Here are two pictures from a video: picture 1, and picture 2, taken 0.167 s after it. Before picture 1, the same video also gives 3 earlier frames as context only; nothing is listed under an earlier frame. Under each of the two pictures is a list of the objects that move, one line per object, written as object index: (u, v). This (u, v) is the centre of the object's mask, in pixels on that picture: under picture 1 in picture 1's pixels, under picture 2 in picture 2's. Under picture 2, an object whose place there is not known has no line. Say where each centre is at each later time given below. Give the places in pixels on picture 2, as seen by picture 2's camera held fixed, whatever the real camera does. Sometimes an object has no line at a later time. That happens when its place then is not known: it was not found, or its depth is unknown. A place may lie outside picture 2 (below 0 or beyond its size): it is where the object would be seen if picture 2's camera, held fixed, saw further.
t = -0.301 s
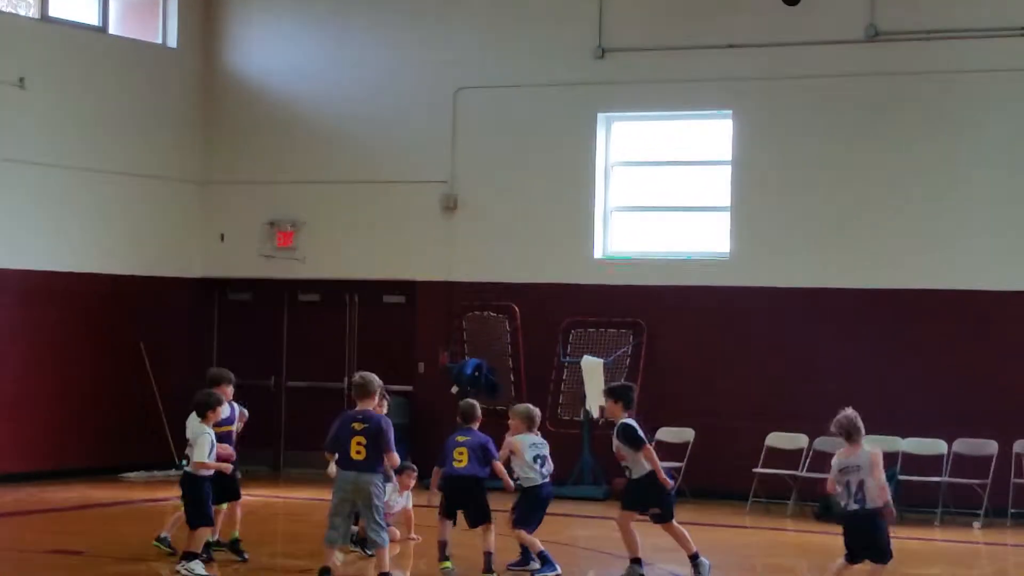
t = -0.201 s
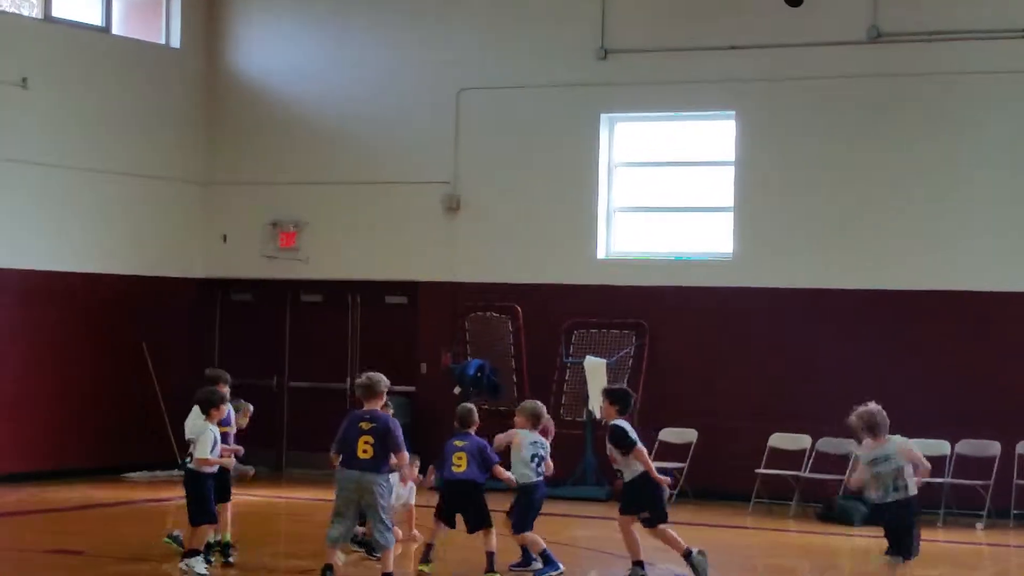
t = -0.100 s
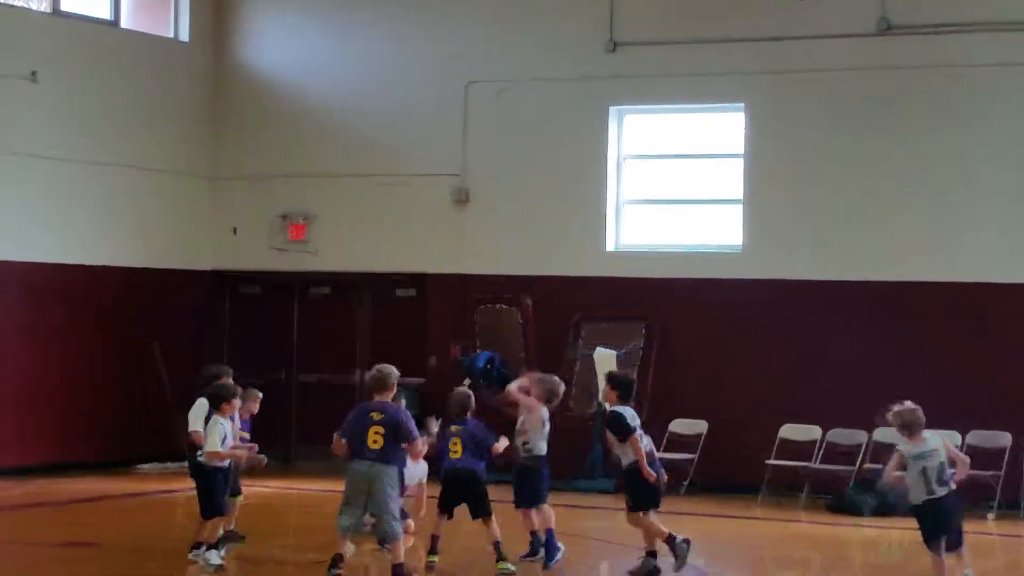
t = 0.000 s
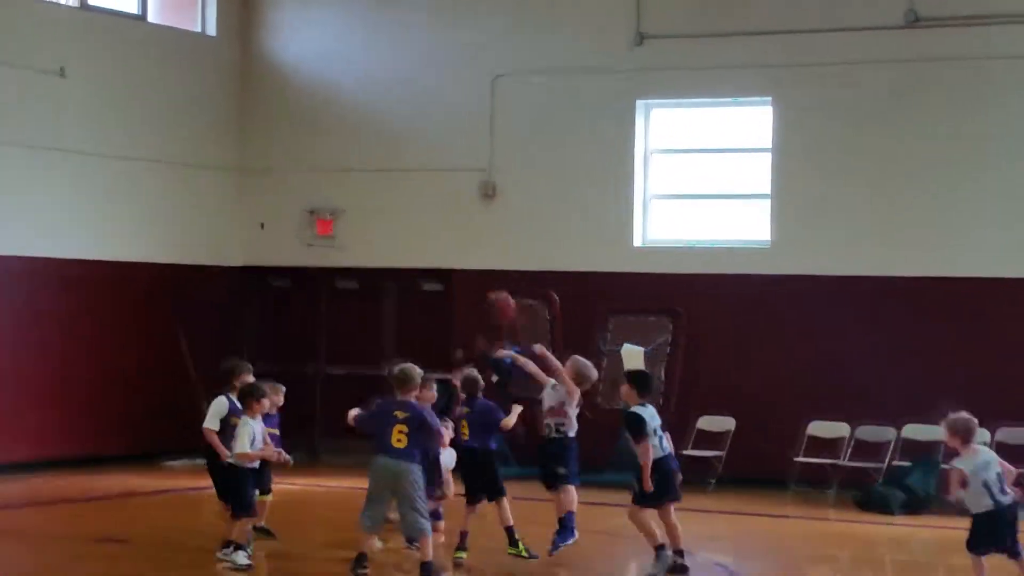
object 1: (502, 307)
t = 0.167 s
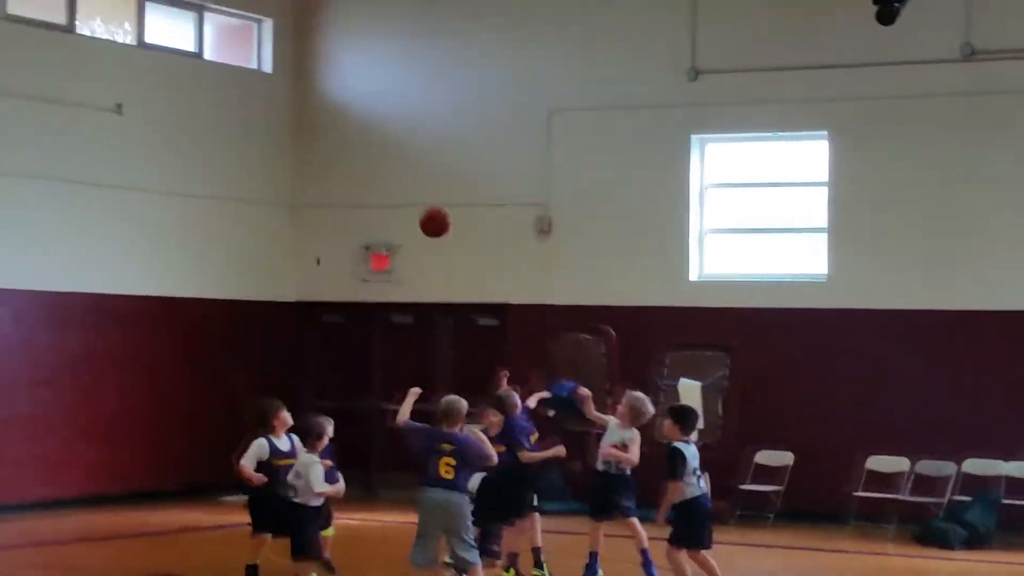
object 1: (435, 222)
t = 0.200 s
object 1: (411, 203)
